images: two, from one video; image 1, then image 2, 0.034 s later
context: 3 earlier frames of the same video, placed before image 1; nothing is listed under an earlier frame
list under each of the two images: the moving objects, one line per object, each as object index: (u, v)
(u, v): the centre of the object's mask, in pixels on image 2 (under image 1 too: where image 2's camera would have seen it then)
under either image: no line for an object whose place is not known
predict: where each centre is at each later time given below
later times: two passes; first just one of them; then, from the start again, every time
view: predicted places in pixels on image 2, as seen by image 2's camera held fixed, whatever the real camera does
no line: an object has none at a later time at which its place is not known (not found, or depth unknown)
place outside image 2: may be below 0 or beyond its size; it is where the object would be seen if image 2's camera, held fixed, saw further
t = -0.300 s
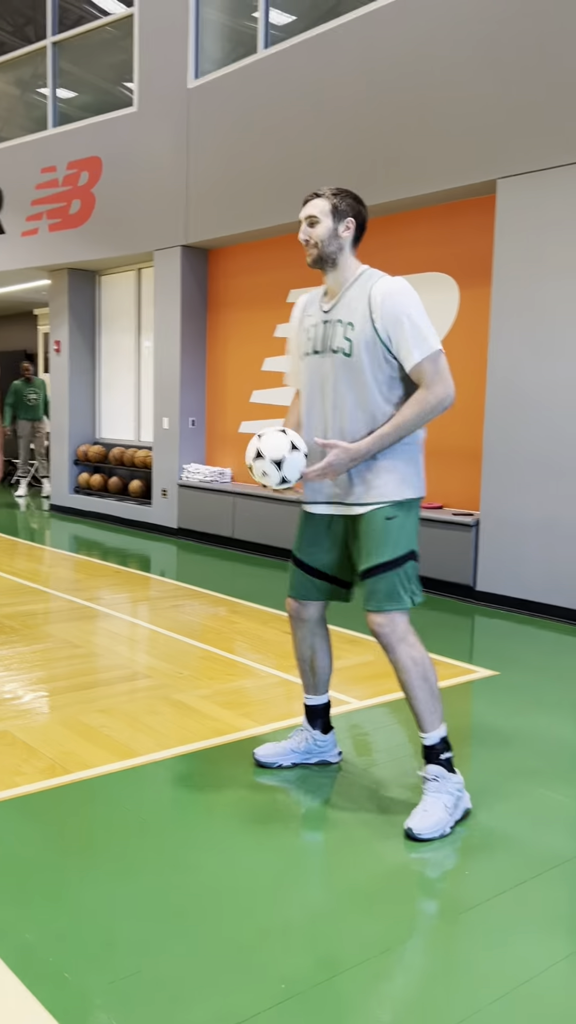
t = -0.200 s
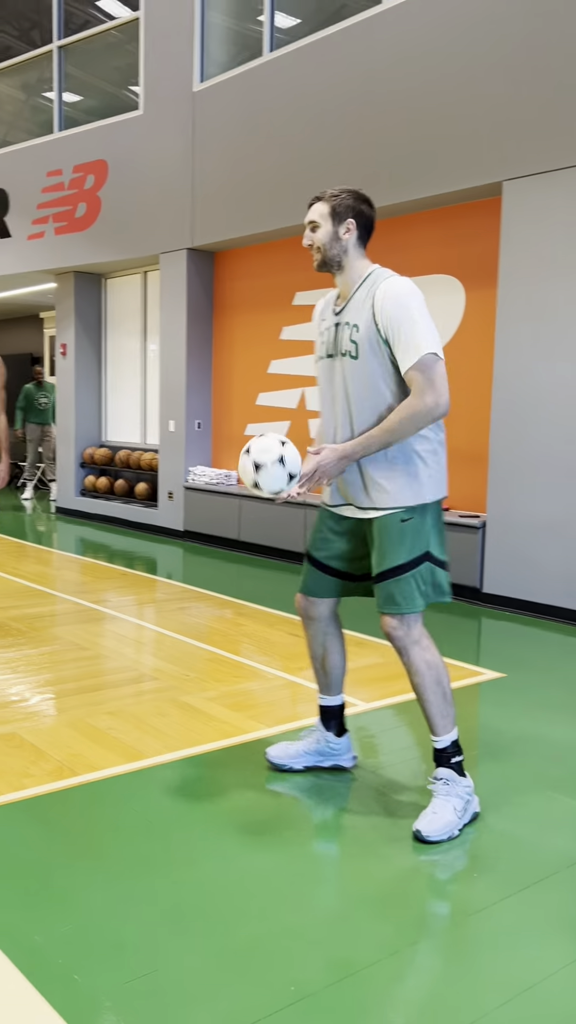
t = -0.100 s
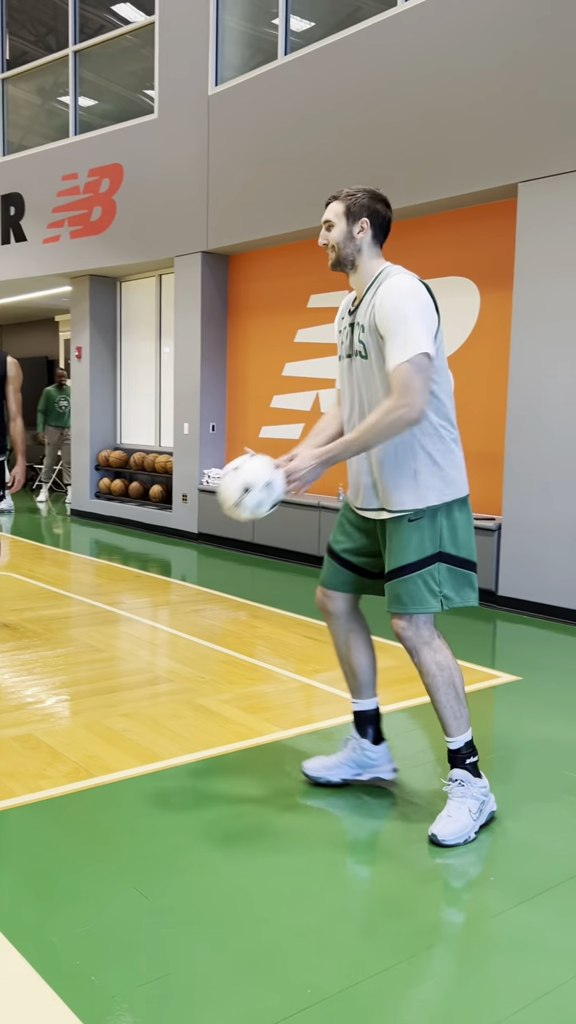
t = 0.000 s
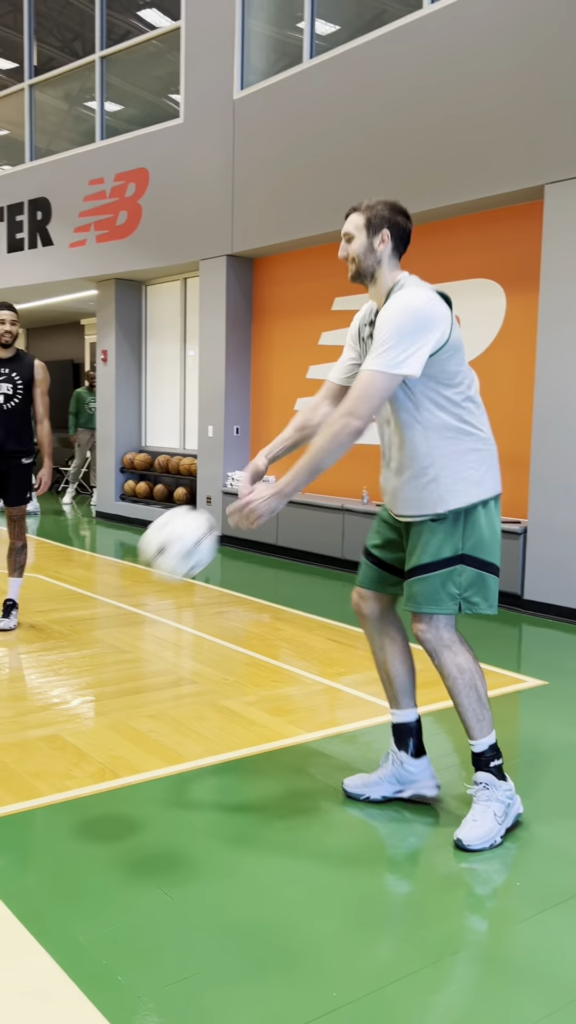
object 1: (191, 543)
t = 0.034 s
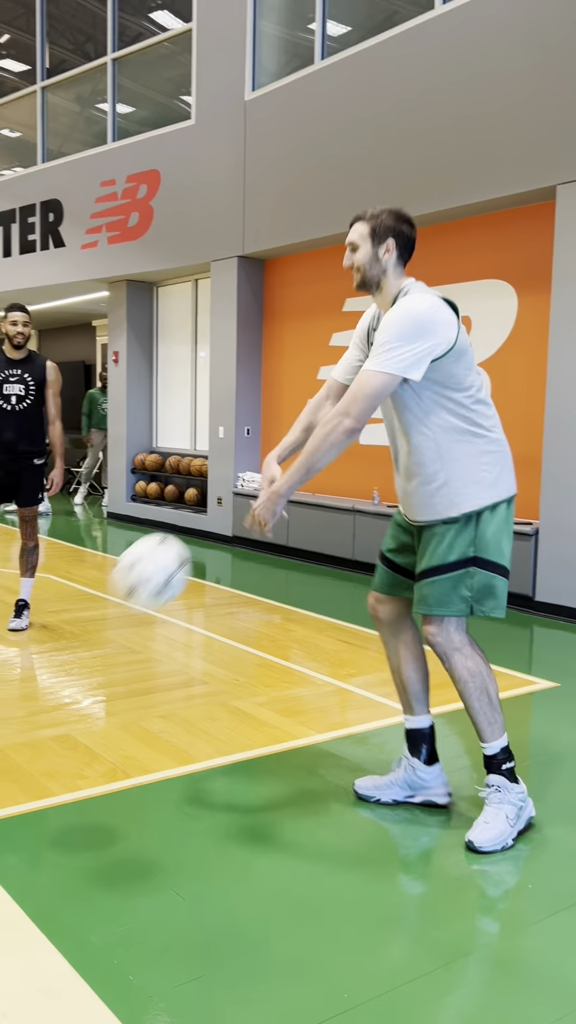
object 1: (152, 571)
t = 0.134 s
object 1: (24, 687)
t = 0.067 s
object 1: (110, 606)
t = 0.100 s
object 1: (71, 641)
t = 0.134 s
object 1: (24, 687)
